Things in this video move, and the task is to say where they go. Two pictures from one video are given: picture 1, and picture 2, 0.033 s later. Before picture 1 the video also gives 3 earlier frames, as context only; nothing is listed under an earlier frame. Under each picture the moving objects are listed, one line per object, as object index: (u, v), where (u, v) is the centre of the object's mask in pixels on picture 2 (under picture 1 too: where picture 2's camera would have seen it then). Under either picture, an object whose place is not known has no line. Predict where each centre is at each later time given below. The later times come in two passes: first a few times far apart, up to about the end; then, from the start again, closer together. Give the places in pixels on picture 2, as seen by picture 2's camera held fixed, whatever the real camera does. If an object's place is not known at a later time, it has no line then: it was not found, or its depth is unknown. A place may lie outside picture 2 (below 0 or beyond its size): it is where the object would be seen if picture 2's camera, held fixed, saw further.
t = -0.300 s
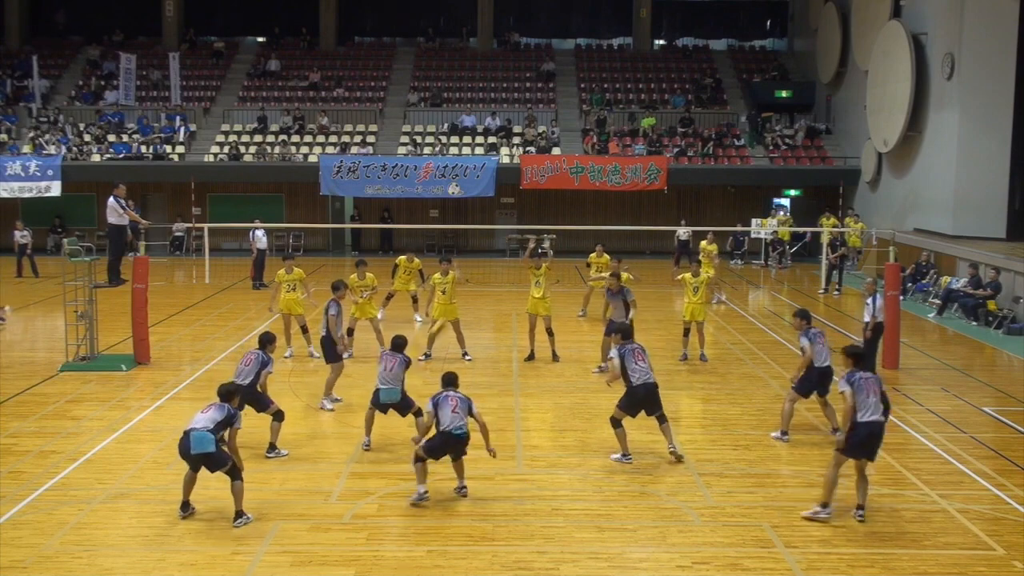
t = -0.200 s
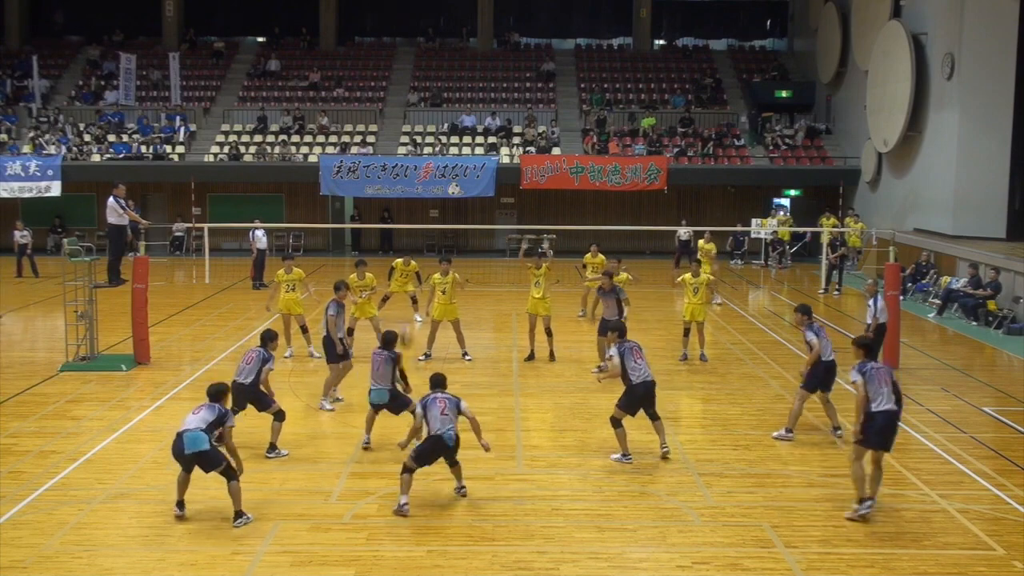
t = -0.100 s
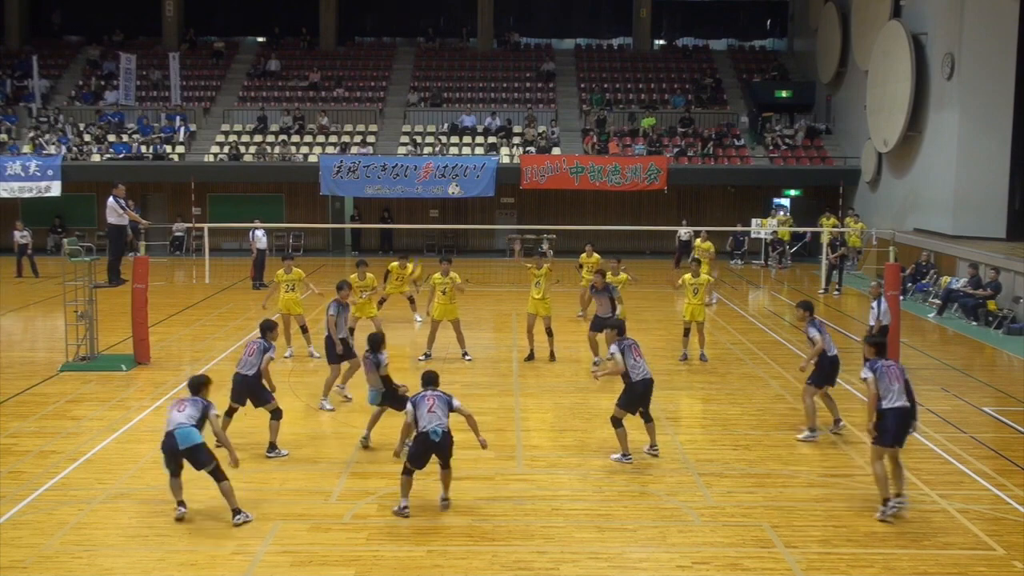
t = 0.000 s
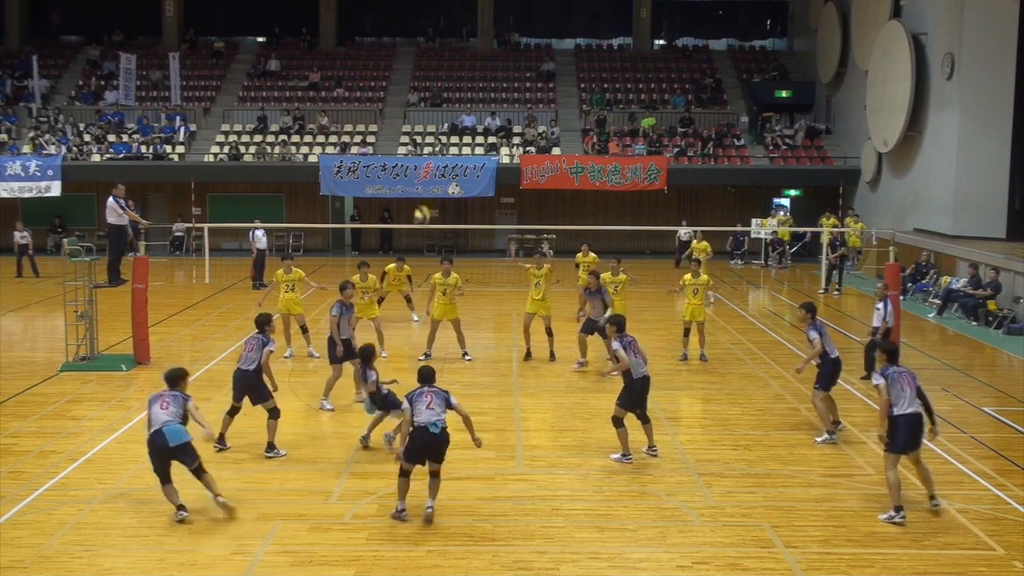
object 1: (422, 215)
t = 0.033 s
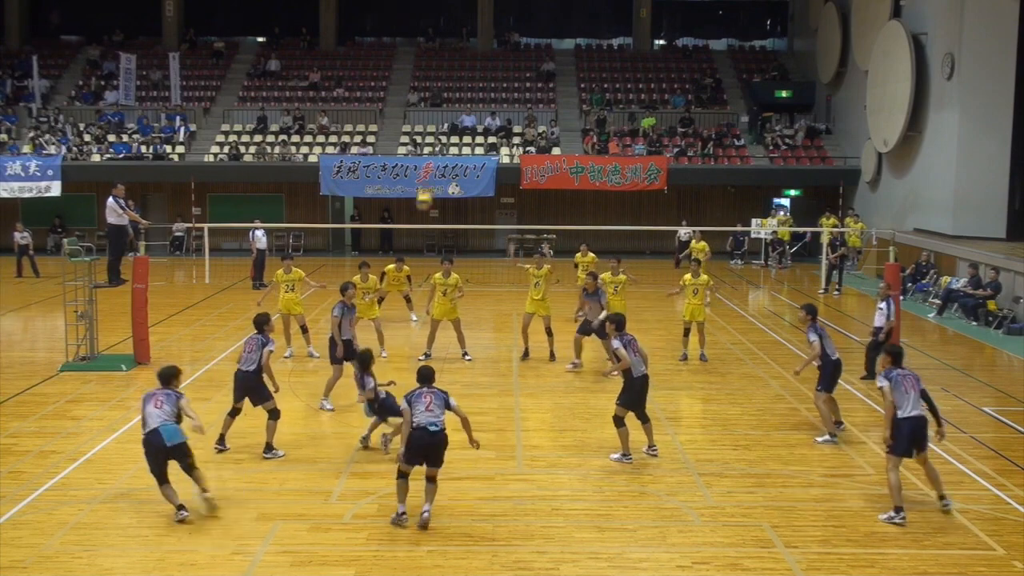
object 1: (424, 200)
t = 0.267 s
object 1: (440, 109)
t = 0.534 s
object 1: (452, 60)
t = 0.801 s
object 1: (464, 62)
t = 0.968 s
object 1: (470, 86)
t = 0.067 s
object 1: (427, 182)
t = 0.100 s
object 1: (429, 169)
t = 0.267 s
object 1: (440, 109)
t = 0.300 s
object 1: (441, 99)
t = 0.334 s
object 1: (443, 91)
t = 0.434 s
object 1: (448, 72)
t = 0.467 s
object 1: (449, 67)
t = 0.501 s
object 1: (451, 62)
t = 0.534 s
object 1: (452, 60)
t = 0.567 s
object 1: (454, 58)
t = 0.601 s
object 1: (456, 56)
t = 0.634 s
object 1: (457, 55)
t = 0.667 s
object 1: (458, 55)
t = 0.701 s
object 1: (460, 56)
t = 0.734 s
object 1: (461, 57)
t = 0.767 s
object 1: (463, 59)
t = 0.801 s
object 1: (464, 62)
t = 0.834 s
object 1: (465, 65)
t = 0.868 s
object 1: (467, 69)
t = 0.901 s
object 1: (468, 74)
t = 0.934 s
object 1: (469, 80)
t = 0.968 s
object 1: (470, 86)
